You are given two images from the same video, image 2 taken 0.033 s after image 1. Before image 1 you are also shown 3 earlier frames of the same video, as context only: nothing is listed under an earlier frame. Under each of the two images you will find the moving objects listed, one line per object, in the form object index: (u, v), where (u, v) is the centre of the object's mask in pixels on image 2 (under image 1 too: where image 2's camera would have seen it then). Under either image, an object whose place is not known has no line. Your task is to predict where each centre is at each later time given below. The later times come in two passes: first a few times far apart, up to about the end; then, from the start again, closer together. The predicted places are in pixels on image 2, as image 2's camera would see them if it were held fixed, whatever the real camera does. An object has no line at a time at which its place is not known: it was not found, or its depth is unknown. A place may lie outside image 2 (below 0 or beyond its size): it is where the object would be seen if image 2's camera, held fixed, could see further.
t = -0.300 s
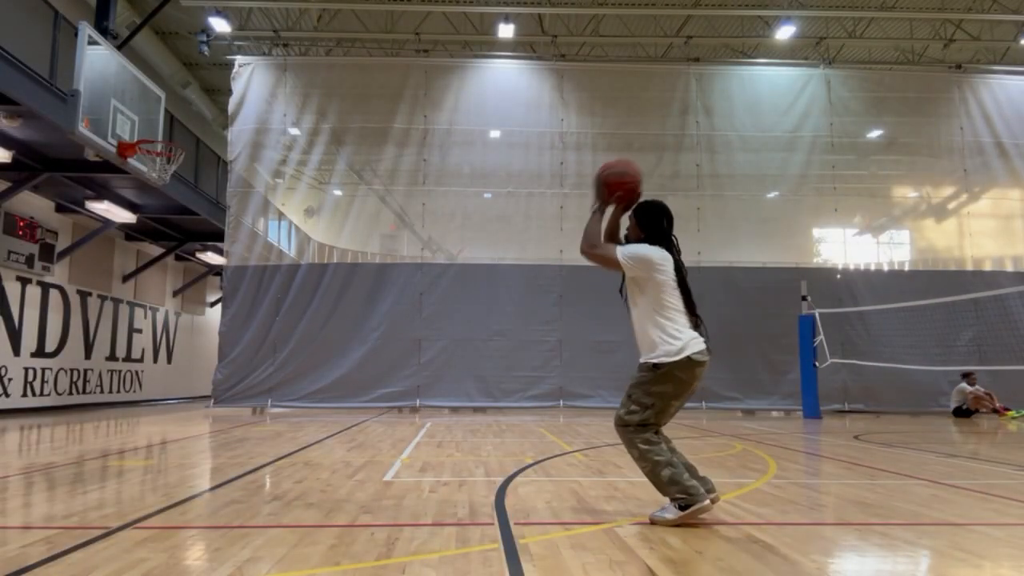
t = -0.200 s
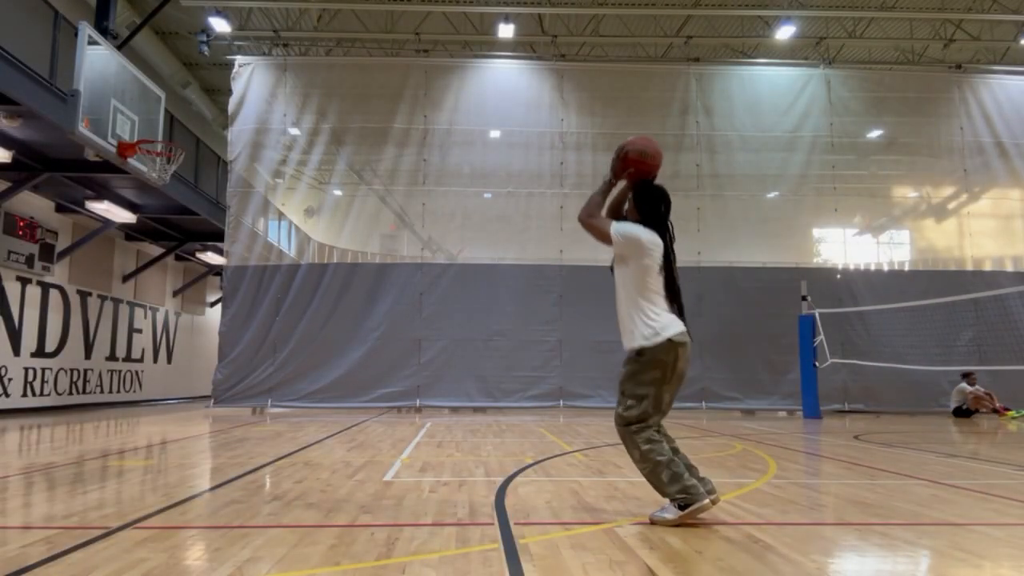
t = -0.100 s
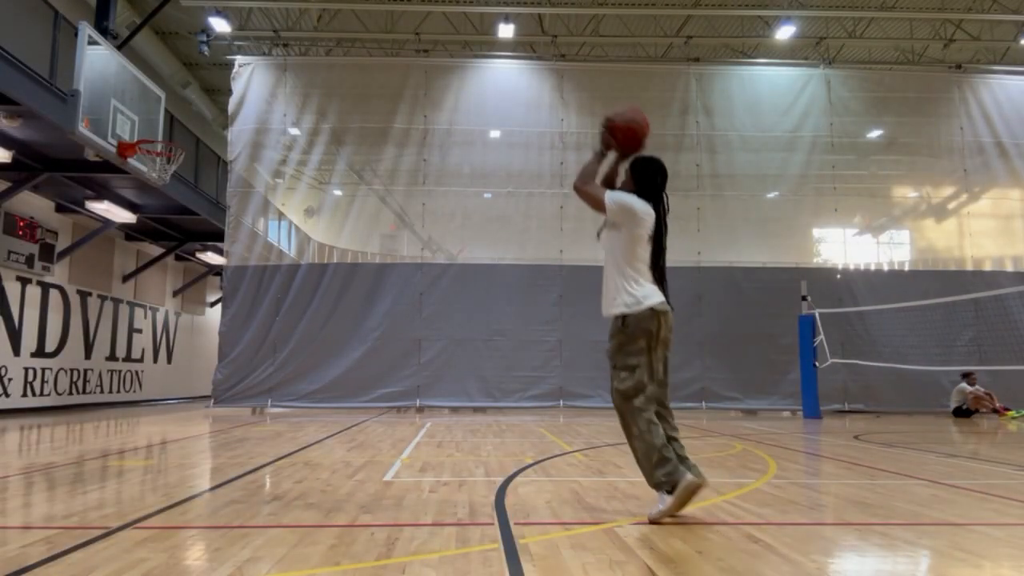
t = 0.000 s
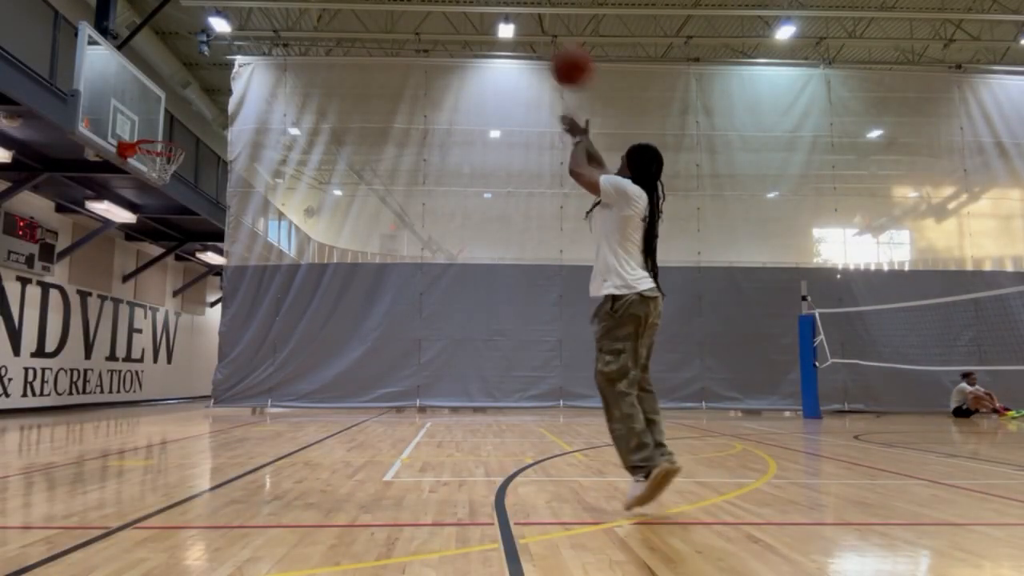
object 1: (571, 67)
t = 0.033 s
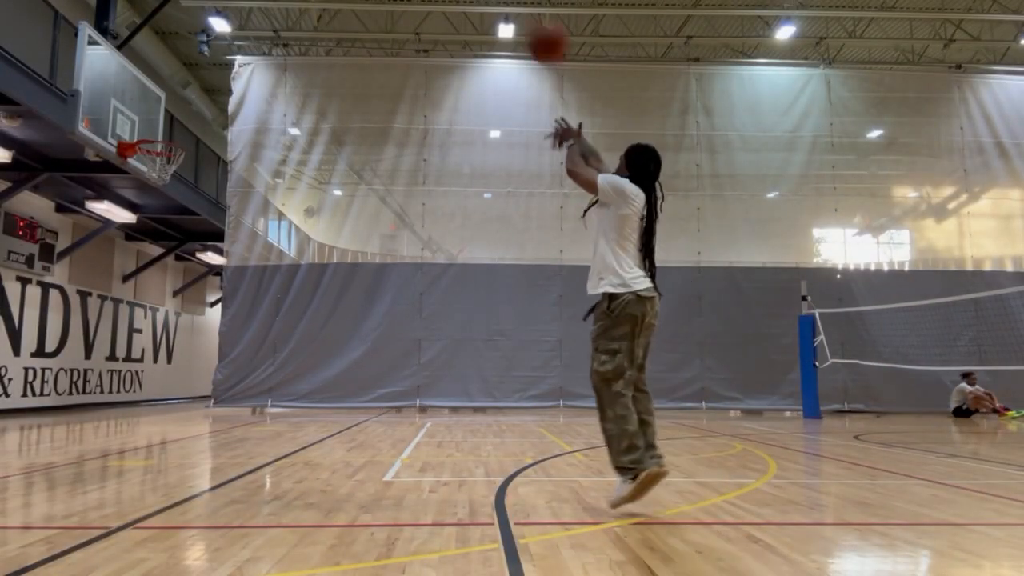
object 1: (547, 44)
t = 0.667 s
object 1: (267, 3)
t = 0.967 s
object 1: (187, 104)
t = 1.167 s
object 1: (149, 181)
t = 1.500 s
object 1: (99, 324)
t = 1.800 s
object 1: (66, 353)
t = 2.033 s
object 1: (55, 259)
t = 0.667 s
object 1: (267, 3)
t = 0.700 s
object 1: (257, 7)
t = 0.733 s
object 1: (246, 12)
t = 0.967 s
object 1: (187, 104)
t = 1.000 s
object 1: (180, 117)
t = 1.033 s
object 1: (173, 133)
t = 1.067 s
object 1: (166, 151)
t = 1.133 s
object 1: (154, 174)
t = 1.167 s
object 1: (149, 181)
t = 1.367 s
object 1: (120, 253)
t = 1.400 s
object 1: (115, 268)
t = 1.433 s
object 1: (109, 286)
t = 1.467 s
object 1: (104, 304)
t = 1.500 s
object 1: (99, 324)
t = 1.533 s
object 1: (93, 345)
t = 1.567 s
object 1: (88, 367)
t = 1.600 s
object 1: (81, 392)
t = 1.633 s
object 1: (74, 416)
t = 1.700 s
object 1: (69, 410)
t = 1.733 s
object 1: (68, 390)
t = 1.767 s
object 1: (67, 372)
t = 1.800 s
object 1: (66, 353)
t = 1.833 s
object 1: (65, 337)
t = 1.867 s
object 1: (63, 321)
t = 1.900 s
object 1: (62, 307)
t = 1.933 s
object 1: (62, 294)
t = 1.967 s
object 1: (59, 281)
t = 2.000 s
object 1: (57, 269)
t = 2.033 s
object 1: (55, 259)
